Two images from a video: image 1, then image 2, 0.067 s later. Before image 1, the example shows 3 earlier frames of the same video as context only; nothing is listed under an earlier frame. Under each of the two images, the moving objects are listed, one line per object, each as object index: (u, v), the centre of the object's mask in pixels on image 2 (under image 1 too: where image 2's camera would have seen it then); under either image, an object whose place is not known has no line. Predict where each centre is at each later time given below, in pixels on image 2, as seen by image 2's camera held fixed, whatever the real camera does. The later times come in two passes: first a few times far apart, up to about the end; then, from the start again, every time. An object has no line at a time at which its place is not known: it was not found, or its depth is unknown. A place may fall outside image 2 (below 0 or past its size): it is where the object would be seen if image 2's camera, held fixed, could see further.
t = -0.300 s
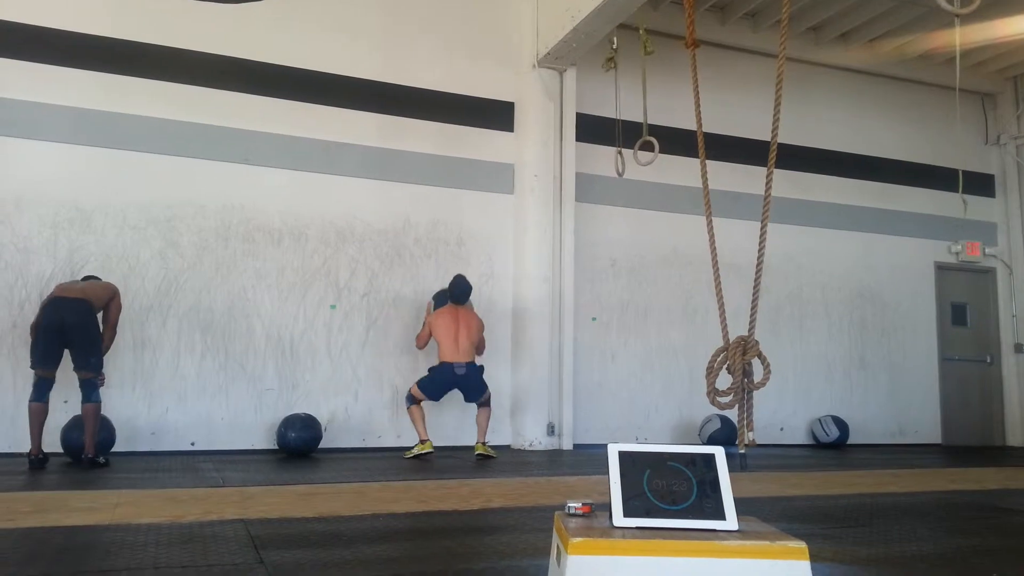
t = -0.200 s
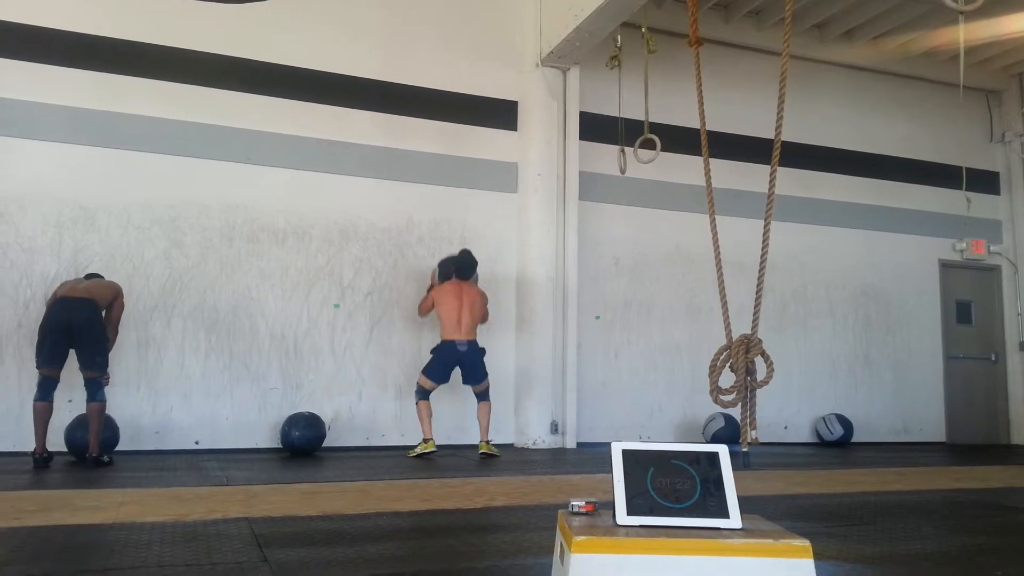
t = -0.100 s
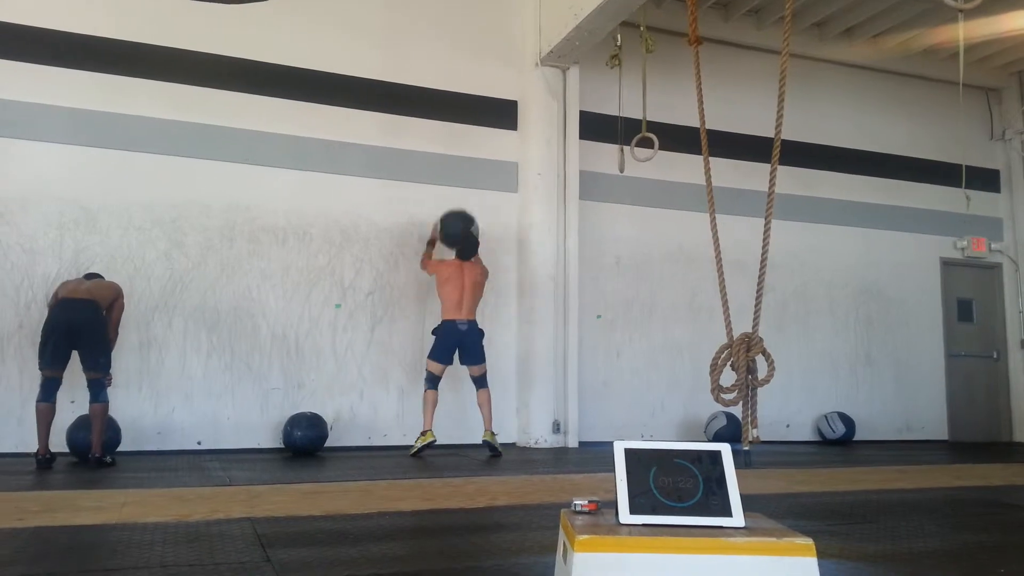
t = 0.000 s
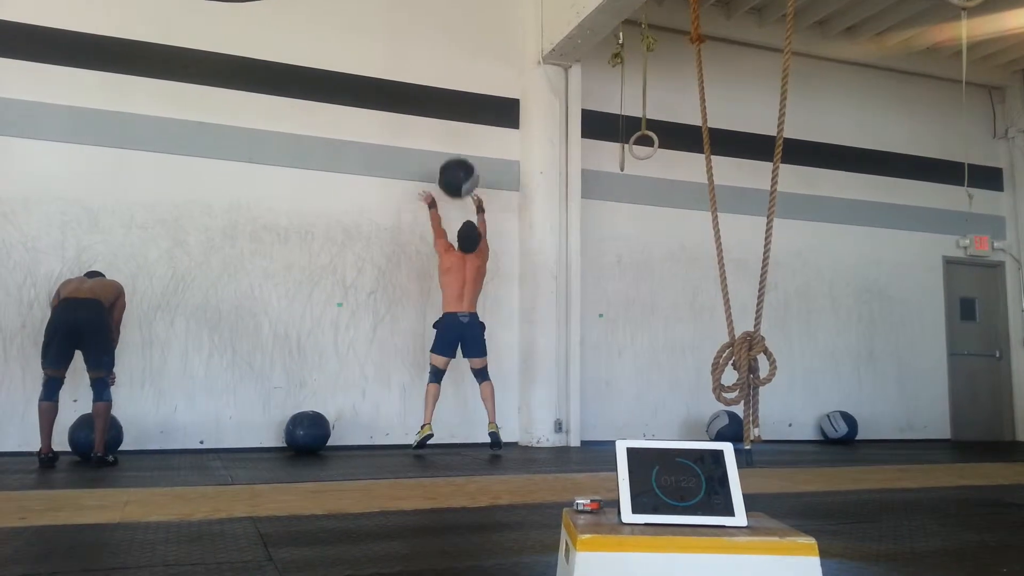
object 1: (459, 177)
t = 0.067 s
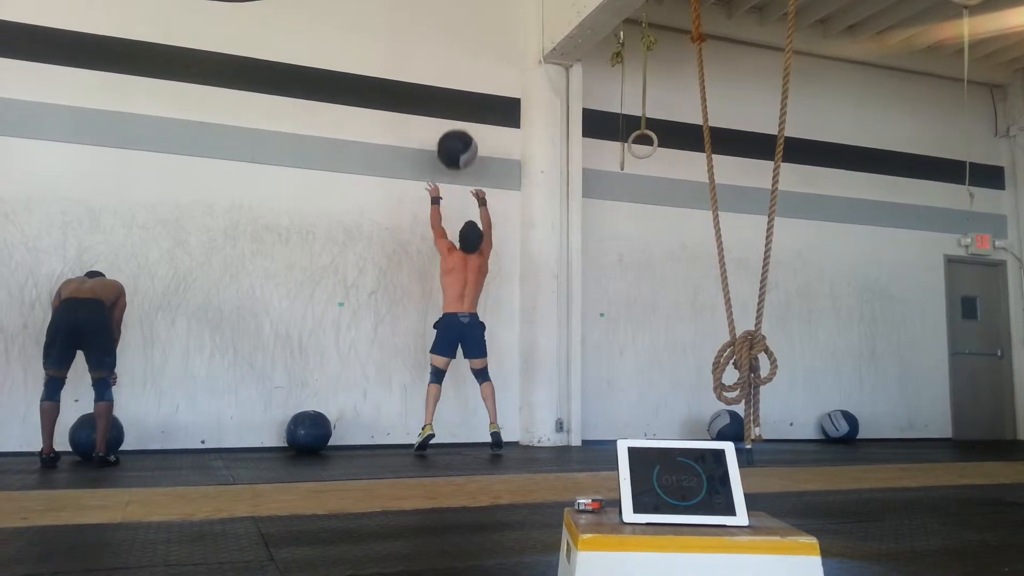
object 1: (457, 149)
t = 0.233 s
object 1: (452, 101)
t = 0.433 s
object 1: (446, 82)
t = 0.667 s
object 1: (447, 100)
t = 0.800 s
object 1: (447, 138)
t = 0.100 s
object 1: (456, 138)
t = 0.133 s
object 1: (455, 127)
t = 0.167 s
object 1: (454, 117)
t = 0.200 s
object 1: (453, 109)
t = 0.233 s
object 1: (452, 101)
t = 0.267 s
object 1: (450, 96)
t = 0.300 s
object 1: (448, 92)
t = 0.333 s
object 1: (447, 88)
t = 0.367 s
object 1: (447, 84)
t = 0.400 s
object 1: (446, 83)
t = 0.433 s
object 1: (446, 82)
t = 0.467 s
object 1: (445, 82)
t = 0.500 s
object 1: (445, 82)
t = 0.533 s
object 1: (446, 83)
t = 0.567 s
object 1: (446, 86)
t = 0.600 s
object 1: (446, 90)
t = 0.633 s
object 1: (446, 95)
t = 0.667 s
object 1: (447, 100)
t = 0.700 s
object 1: (447, 107)
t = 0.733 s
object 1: (447, 116)
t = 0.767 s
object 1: (446, 127)
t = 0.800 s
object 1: (447, 138)
